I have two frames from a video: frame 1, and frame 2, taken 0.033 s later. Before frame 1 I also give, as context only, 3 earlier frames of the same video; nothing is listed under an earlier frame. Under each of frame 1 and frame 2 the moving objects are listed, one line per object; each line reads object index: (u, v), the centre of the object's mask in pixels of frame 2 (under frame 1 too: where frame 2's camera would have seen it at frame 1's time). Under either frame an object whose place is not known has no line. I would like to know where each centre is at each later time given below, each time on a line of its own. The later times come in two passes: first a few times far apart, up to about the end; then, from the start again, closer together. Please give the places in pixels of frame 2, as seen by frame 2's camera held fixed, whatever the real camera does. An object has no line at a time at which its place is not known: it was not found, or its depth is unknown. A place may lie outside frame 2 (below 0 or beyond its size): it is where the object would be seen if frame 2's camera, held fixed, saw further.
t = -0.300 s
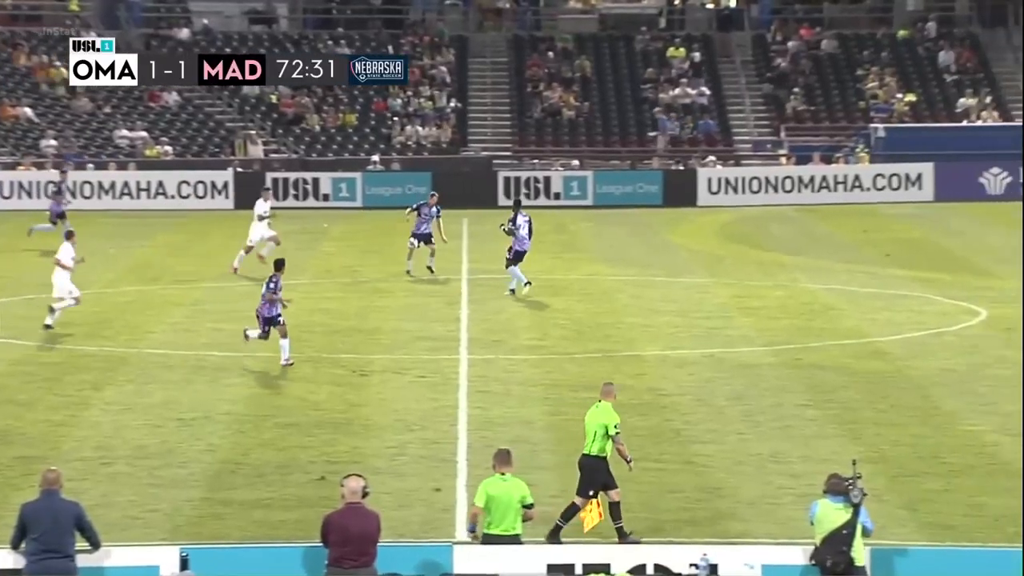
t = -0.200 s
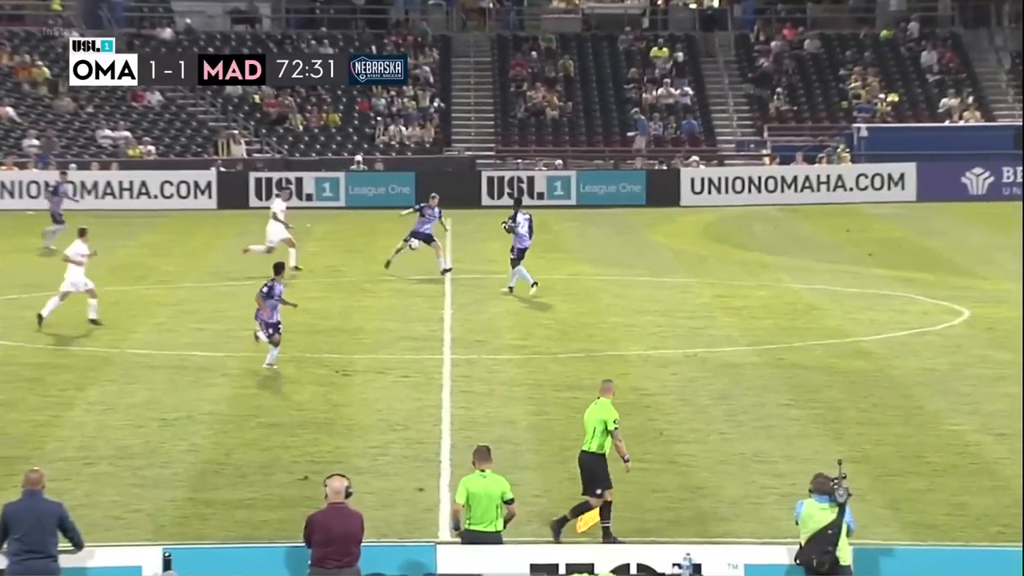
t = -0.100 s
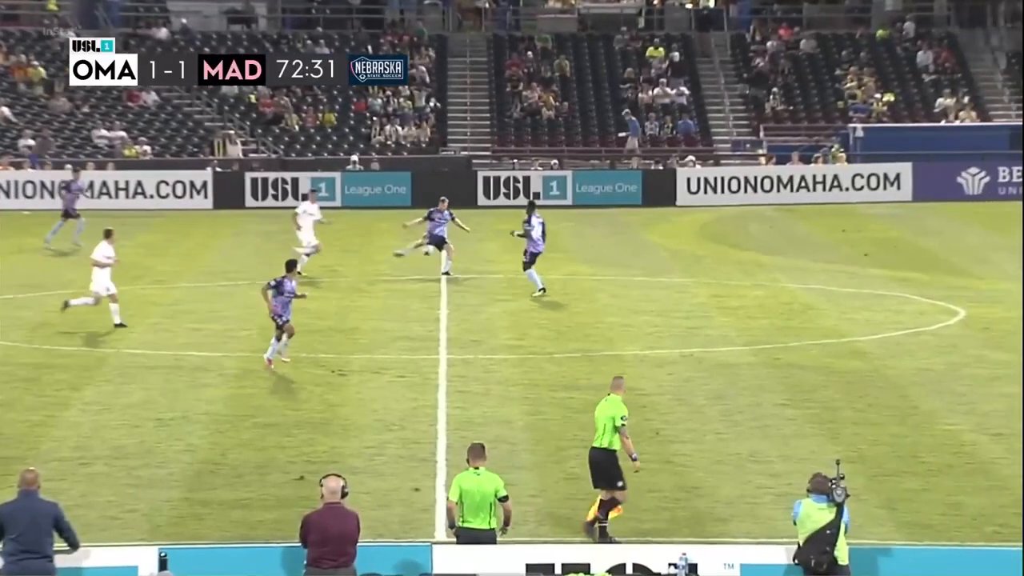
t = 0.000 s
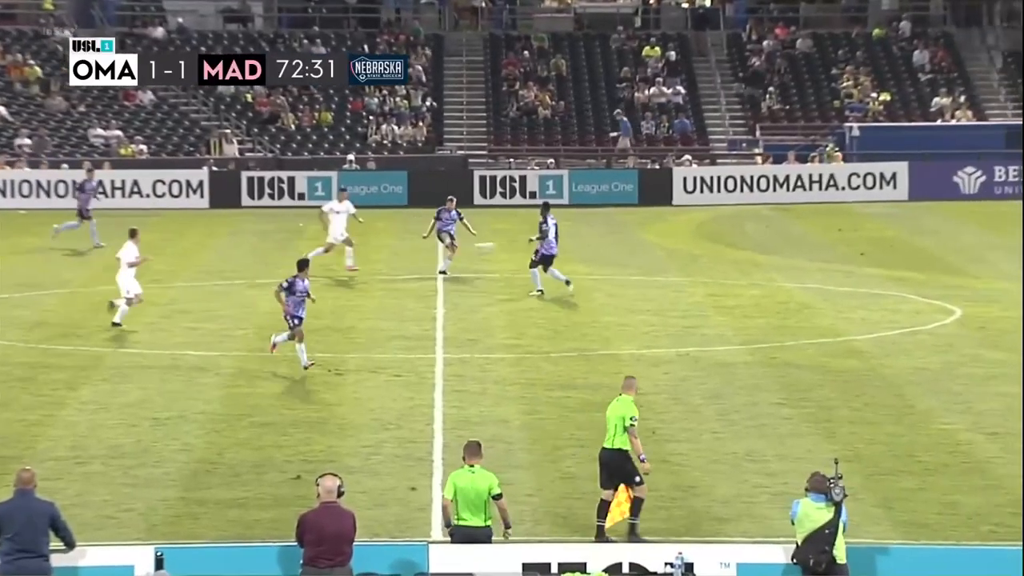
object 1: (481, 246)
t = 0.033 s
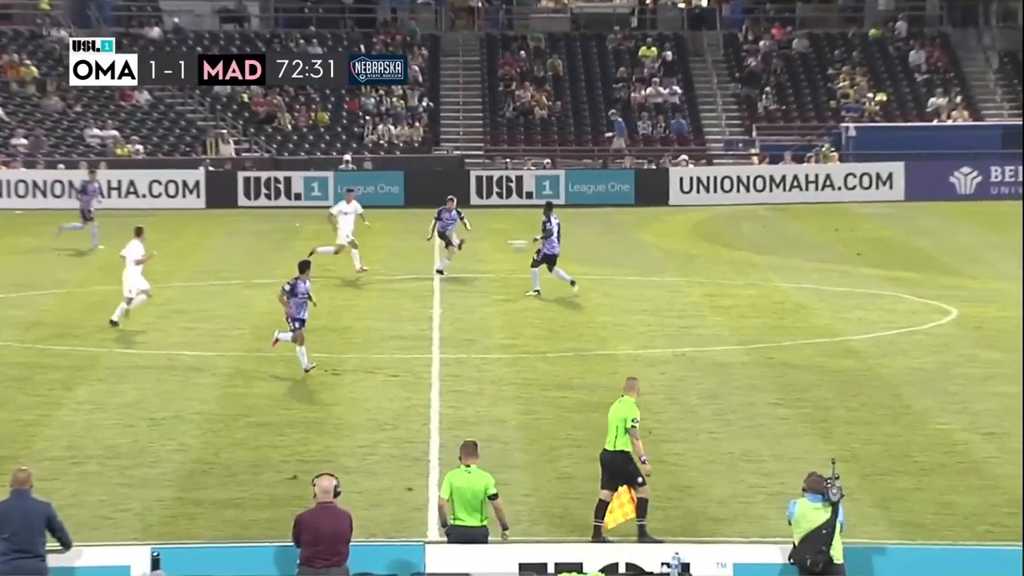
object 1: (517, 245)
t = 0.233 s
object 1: (727, 245)
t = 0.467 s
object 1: (965, 270)
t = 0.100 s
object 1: (588, 242)
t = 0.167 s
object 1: (658, 241)
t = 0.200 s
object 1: (693, 243)
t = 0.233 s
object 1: (727, 245)
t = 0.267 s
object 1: (762, 248)
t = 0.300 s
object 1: (797, 252)
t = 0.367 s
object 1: (867, 262)
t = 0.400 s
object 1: (901, 269)
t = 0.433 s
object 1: (936, 276)
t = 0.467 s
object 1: (965, 270)
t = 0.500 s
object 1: (993, 264)
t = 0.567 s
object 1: (1051, 253)
